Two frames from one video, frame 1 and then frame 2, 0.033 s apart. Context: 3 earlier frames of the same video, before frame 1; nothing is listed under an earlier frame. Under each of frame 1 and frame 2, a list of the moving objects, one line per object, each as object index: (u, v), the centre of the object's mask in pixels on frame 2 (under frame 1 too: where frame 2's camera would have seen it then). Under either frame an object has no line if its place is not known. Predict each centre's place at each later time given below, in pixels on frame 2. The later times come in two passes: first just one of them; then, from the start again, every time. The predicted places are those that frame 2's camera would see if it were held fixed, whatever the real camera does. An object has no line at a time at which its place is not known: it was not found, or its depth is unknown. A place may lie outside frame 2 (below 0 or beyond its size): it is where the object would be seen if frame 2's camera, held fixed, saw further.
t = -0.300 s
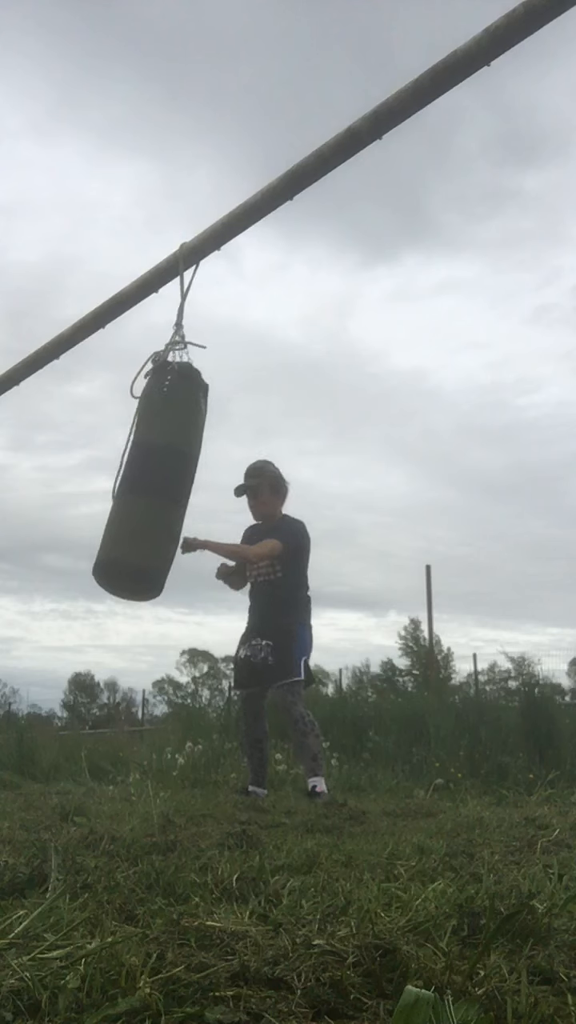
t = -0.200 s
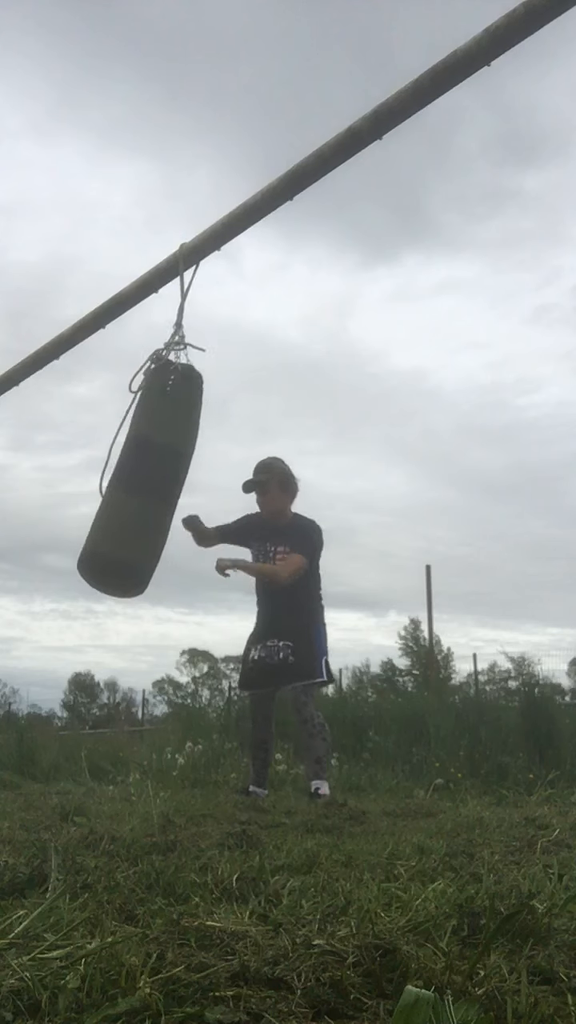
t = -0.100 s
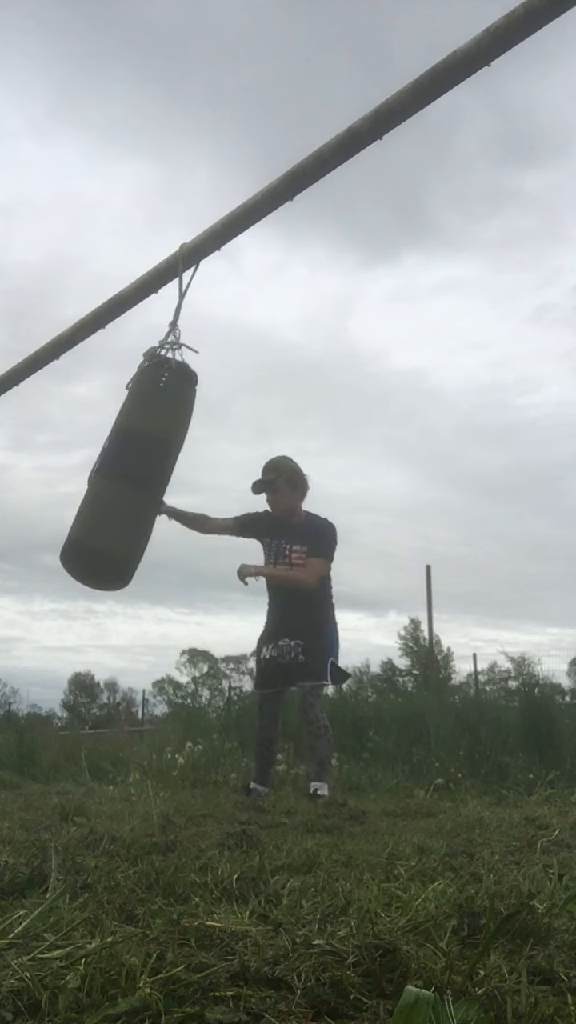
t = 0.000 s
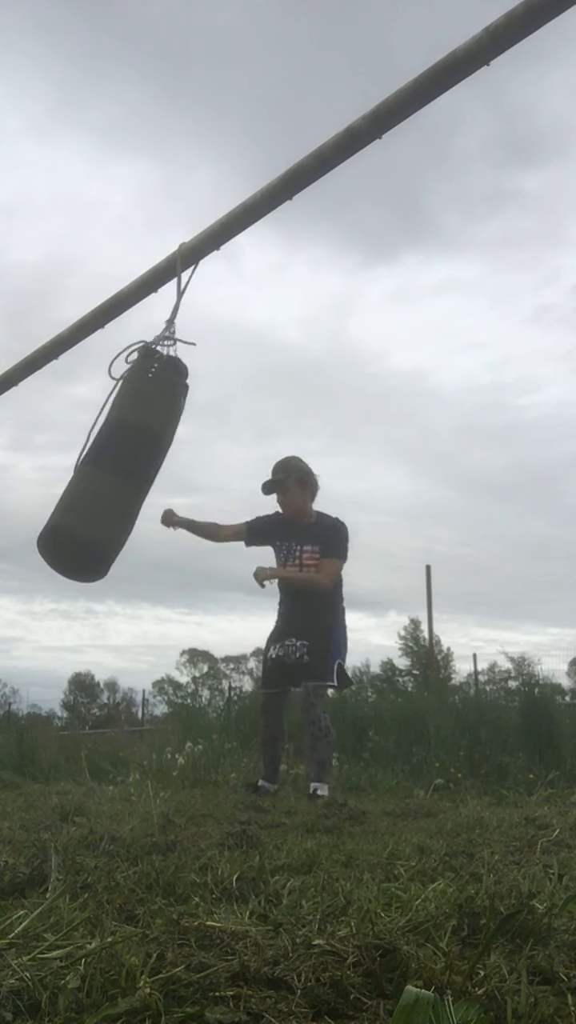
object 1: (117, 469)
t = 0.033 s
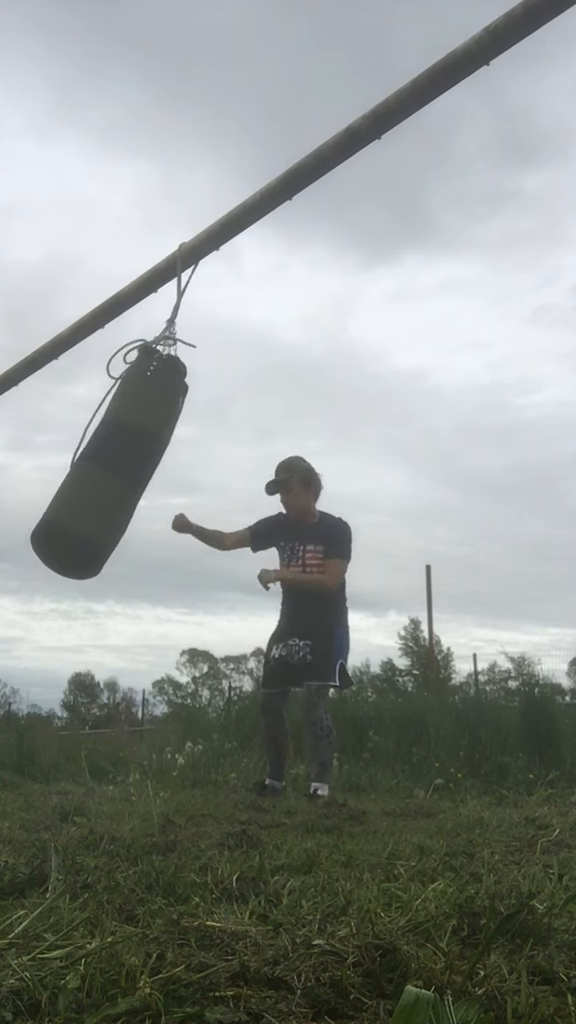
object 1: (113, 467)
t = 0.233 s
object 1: (105, 456)
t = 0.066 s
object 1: (110, 465)
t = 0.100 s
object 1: (108, 462)
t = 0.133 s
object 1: (106, 460)
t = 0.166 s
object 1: (105, 458)
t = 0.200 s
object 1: (105, 456)
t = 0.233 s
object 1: (105, 456)
